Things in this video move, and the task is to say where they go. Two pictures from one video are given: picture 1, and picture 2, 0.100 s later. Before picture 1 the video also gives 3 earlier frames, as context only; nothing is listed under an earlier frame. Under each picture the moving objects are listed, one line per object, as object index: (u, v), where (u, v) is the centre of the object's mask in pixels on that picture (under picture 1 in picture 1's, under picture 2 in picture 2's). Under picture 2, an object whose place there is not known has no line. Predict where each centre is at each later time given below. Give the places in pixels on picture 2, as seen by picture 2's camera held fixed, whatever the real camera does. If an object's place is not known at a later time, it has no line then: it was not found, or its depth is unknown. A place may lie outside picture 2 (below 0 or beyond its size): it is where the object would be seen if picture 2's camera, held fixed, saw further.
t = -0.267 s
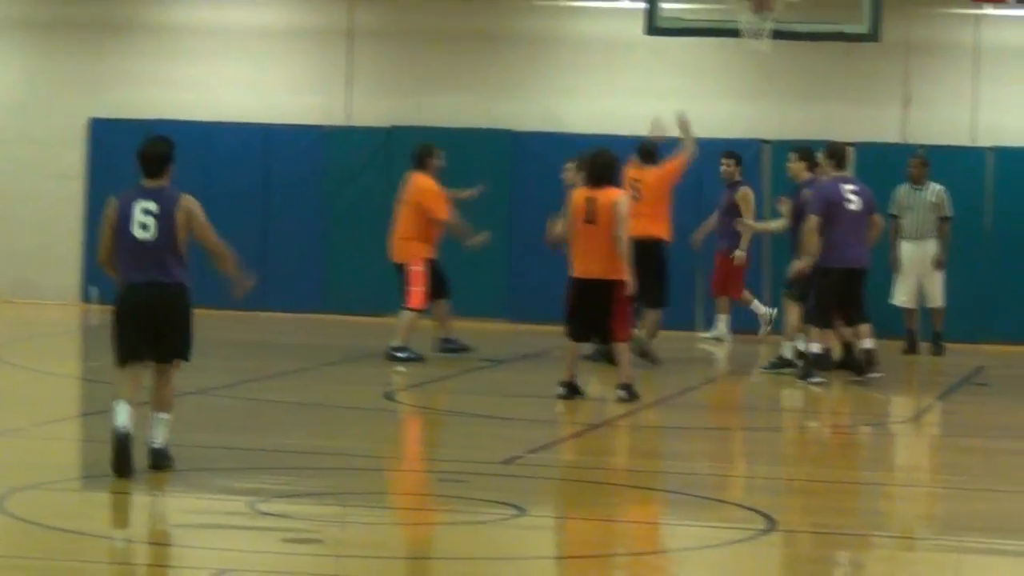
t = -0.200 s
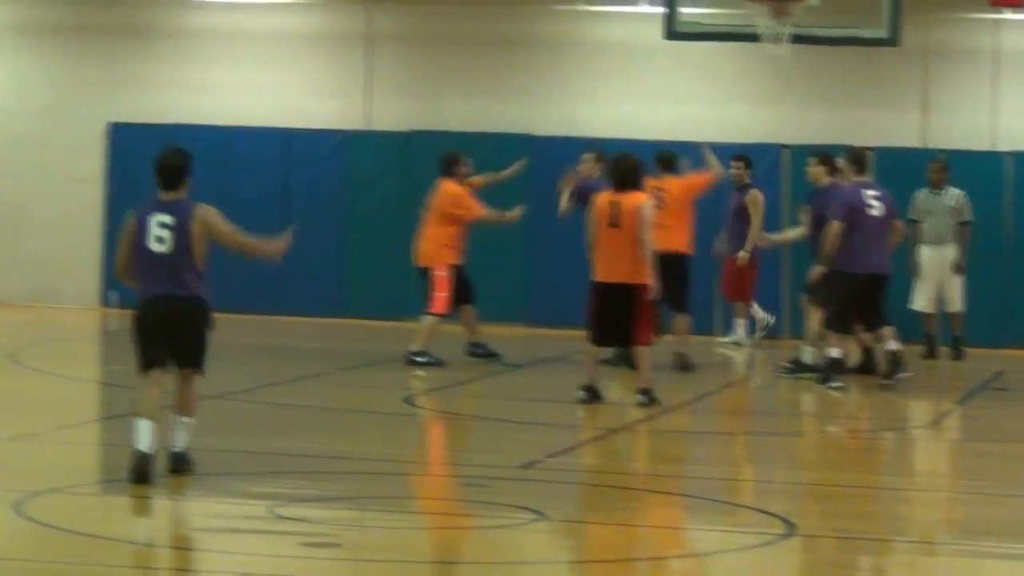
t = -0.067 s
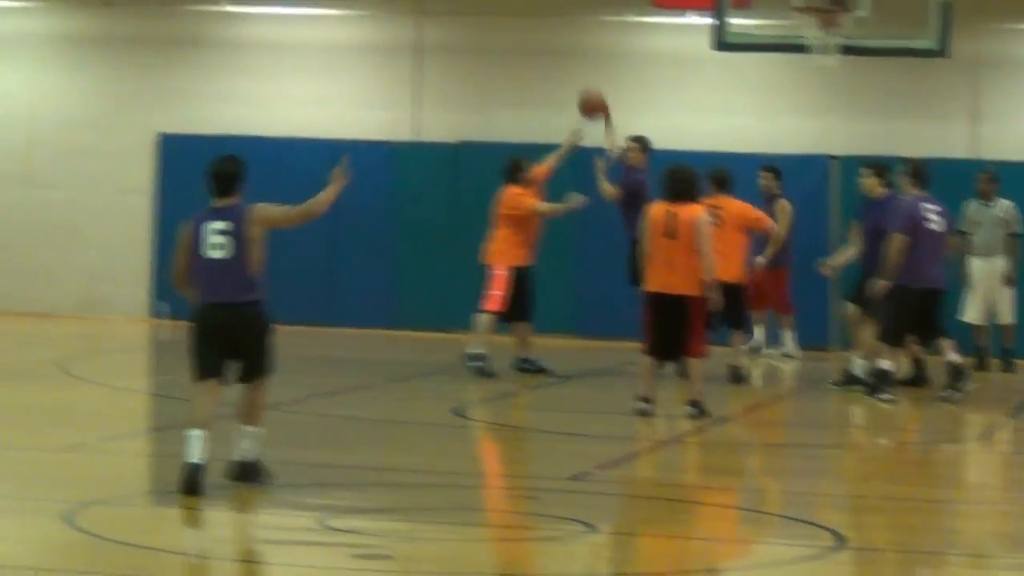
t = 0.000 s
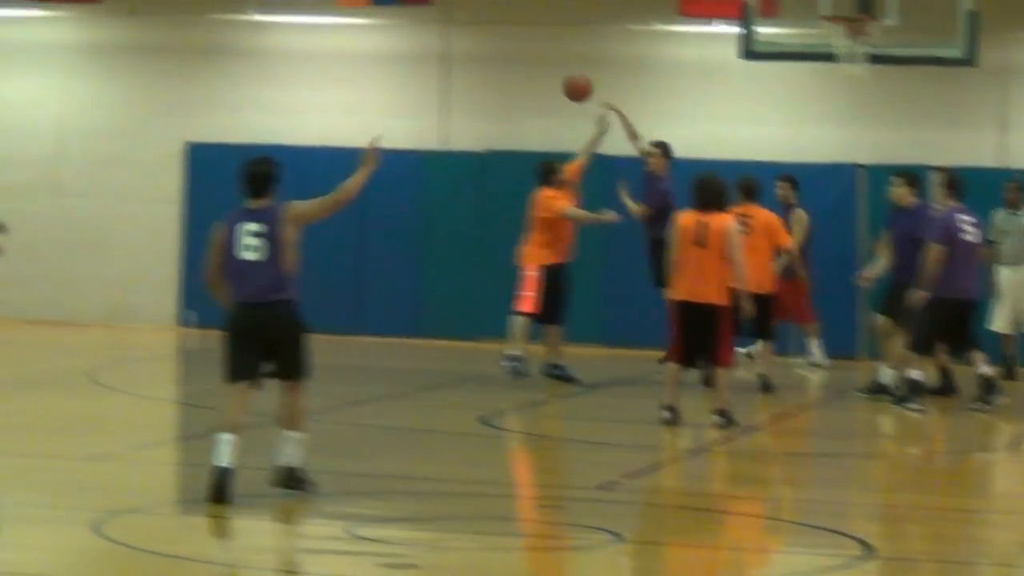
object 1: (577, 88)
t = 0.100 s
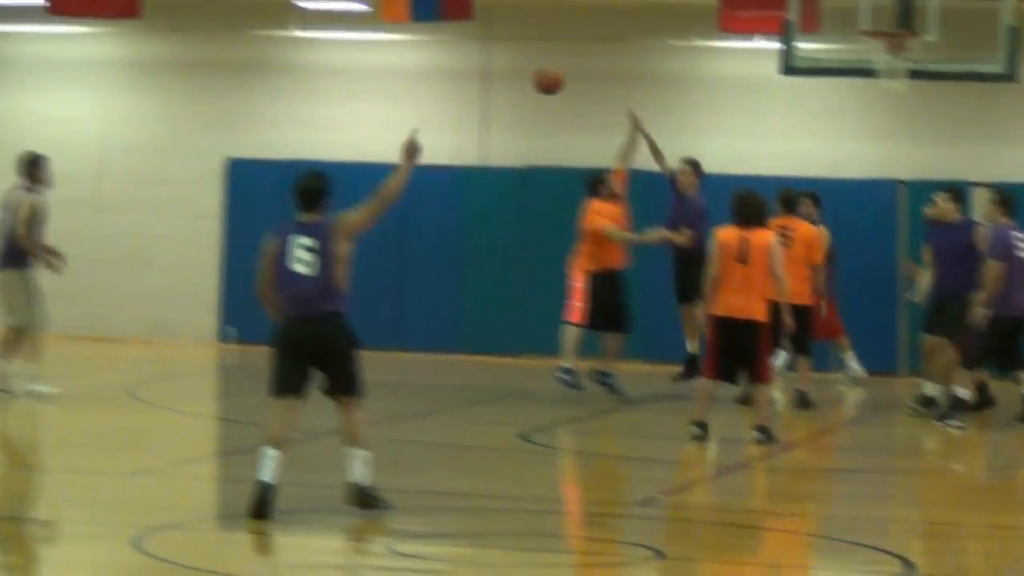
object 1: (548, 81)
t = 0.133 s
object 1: (524, 76)
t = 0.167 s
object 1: (500, 71)
